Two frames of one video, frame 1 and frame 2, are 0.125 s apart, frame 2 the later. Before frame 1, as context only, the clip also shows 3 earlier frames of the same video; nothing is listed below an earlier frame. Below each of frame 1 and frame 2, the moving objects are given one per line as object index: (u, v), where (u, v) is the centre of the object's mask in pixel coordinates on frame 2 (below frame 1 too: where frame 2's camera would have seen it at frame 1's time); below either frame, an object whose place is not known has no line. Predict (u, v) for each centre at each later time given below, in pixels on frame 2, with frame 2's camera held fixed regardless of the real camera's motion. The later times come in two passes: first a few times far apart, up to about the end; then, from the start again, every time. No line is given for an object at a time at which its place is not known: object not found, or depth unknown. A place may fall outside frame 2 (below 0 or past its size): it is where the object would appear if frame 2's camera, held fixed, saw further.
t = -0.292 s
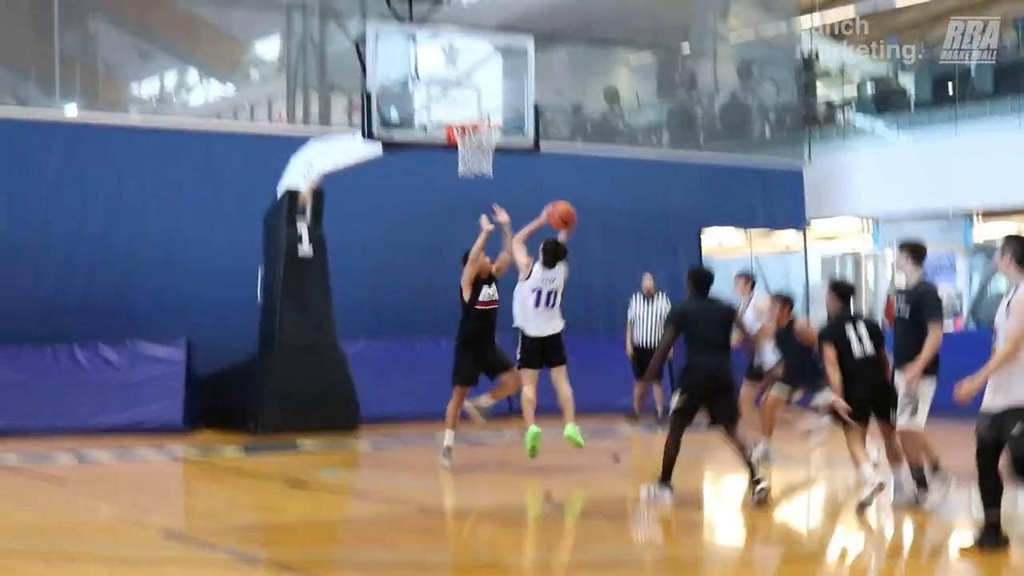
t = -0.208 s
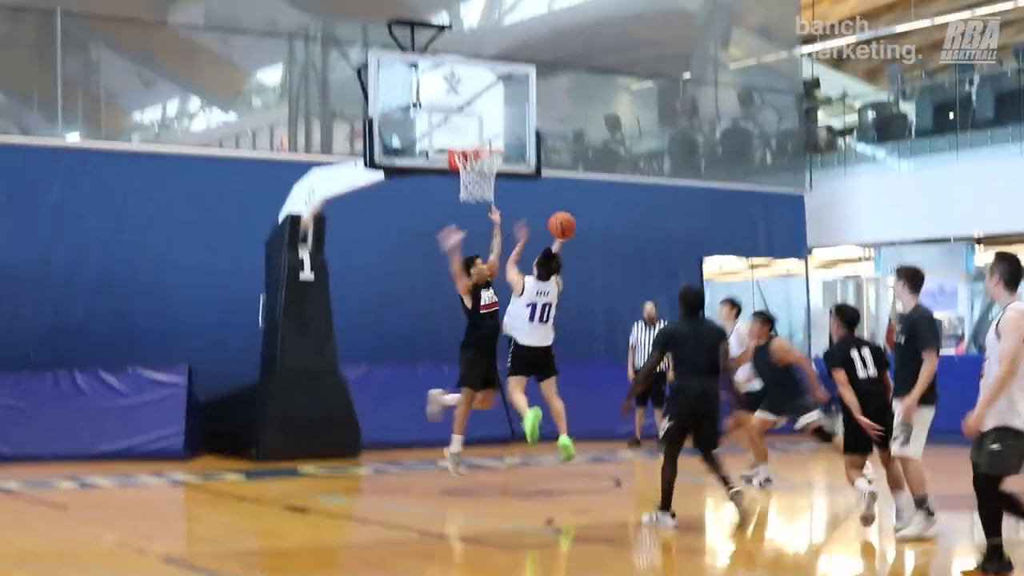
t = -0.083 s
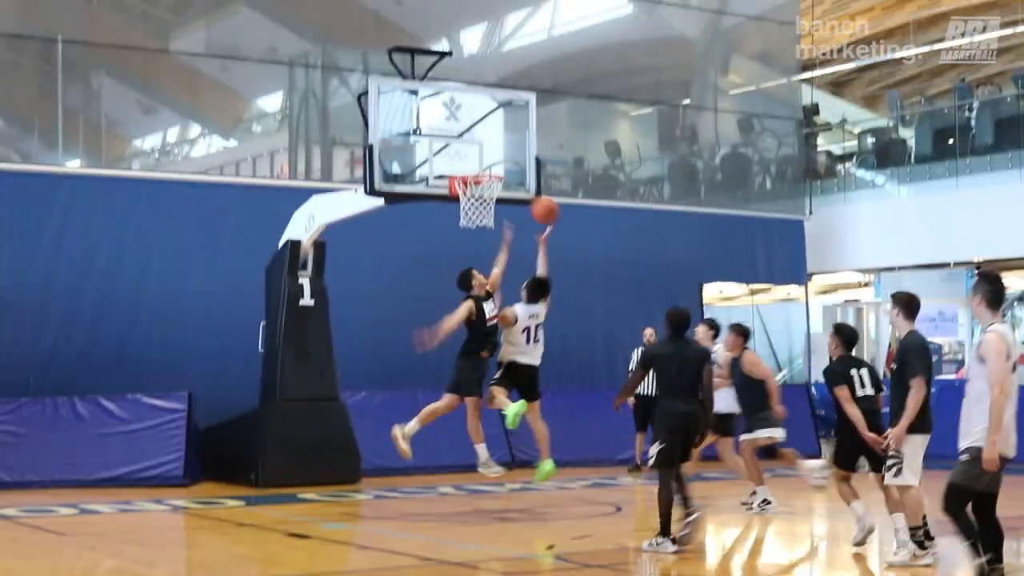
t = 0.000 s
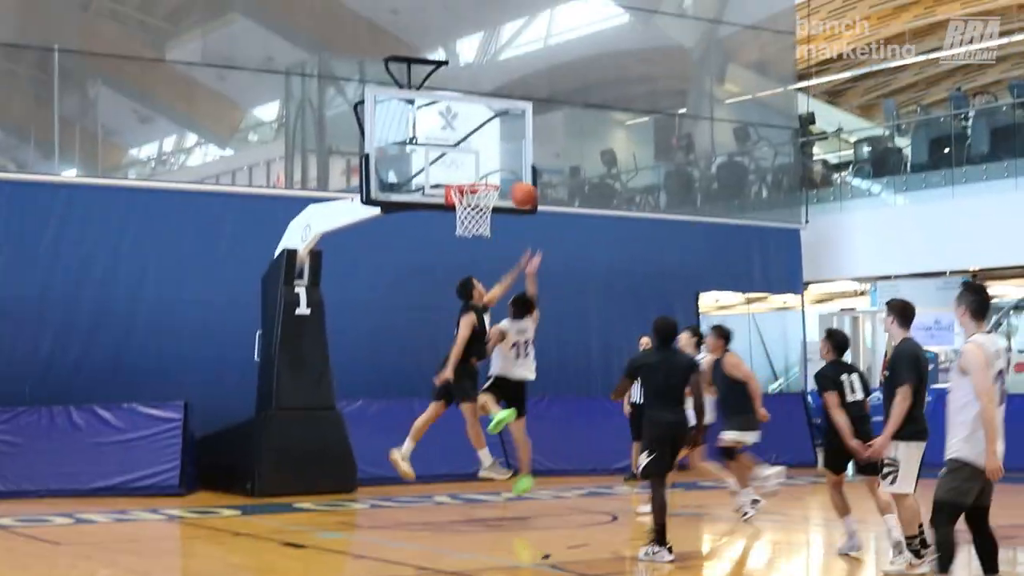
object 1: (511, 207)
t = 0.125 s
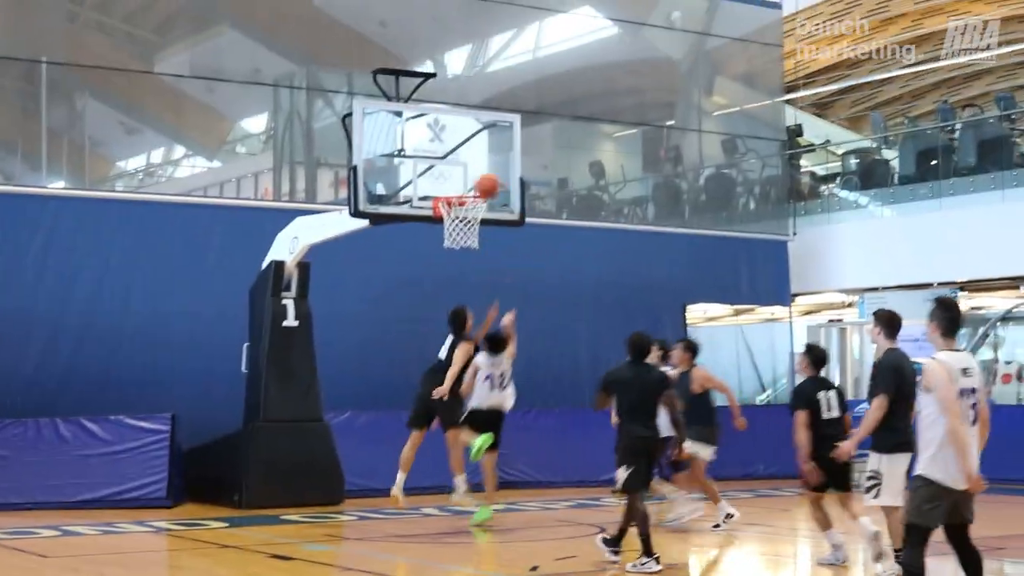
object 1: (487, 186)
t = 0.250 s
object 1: (462, 181)
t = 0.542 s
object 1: (461, 173)
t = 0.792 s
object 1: (478, 188)
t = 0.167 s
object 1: (479, 182)
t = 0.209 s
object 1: (470, 181)
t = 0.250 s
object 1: (462, 181)
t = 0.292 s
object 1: (455, 183)
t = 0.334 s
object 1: (447, 186)
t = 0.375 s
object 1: (448, 184)
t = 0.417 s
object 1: (451, 179)
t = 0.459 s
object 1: (455, 175)
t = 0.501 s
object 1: (458, 173)
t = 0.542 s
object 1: (461, 173)
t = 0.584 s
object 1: (465, 175)
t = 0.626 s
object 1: (468, 179)
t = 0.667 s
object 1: (471, 183)
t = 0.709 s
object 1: (474, 188)
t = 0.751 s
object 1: (476, 187)
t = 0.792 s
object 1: (478, 188)
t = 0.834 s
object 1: (479, 189)
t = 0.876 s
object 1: (483, 190)
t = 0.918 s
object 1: (487, 192)
